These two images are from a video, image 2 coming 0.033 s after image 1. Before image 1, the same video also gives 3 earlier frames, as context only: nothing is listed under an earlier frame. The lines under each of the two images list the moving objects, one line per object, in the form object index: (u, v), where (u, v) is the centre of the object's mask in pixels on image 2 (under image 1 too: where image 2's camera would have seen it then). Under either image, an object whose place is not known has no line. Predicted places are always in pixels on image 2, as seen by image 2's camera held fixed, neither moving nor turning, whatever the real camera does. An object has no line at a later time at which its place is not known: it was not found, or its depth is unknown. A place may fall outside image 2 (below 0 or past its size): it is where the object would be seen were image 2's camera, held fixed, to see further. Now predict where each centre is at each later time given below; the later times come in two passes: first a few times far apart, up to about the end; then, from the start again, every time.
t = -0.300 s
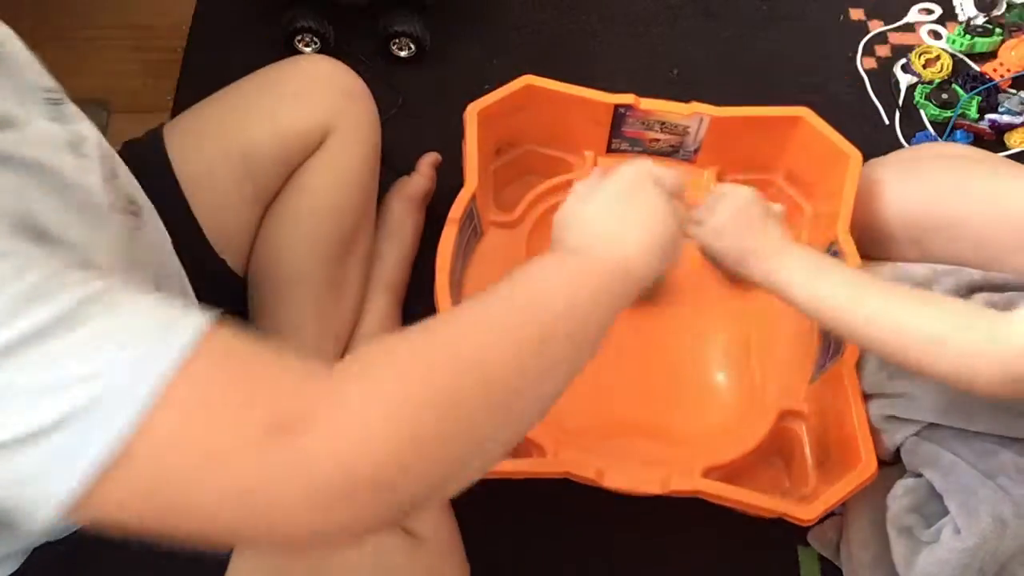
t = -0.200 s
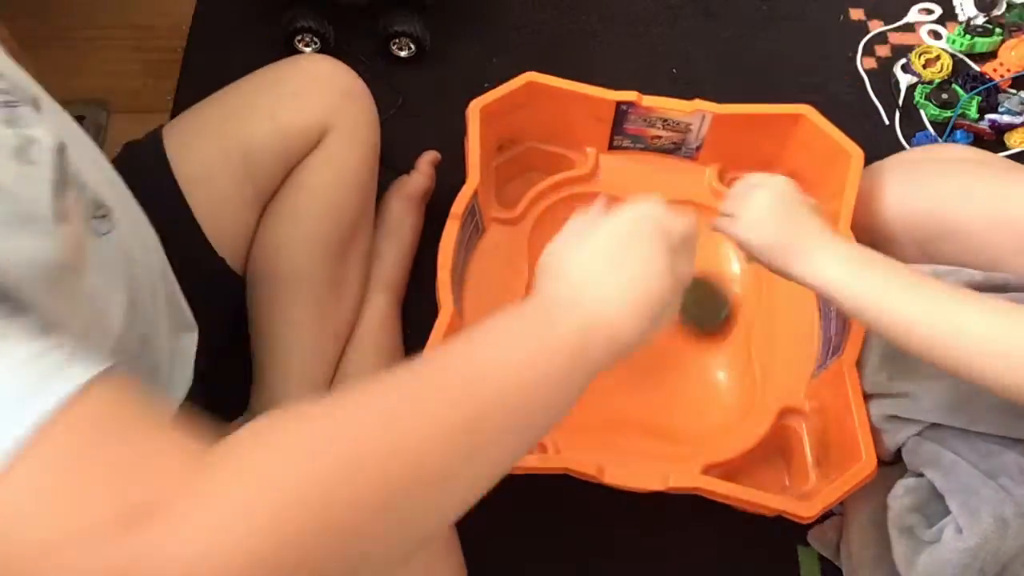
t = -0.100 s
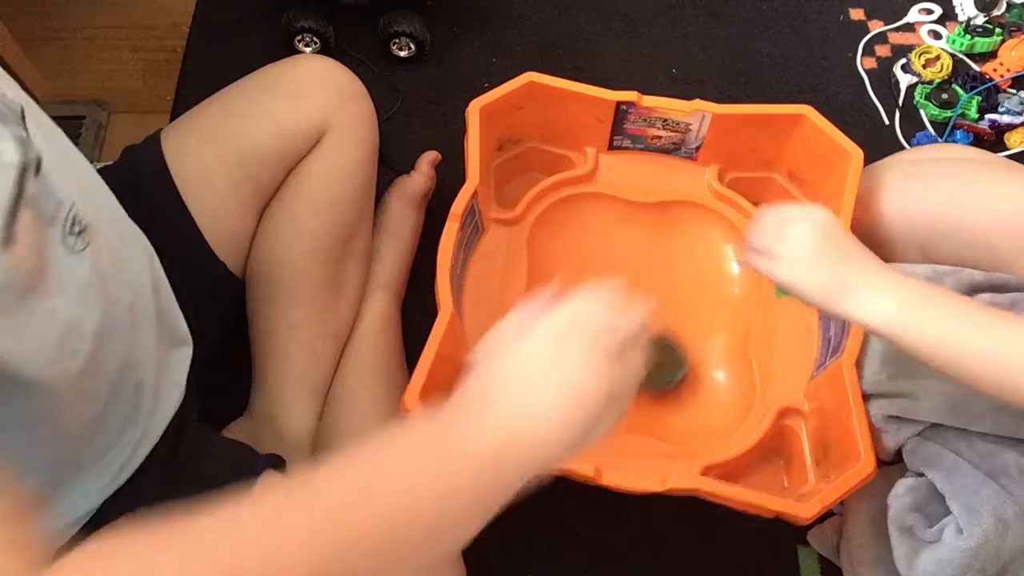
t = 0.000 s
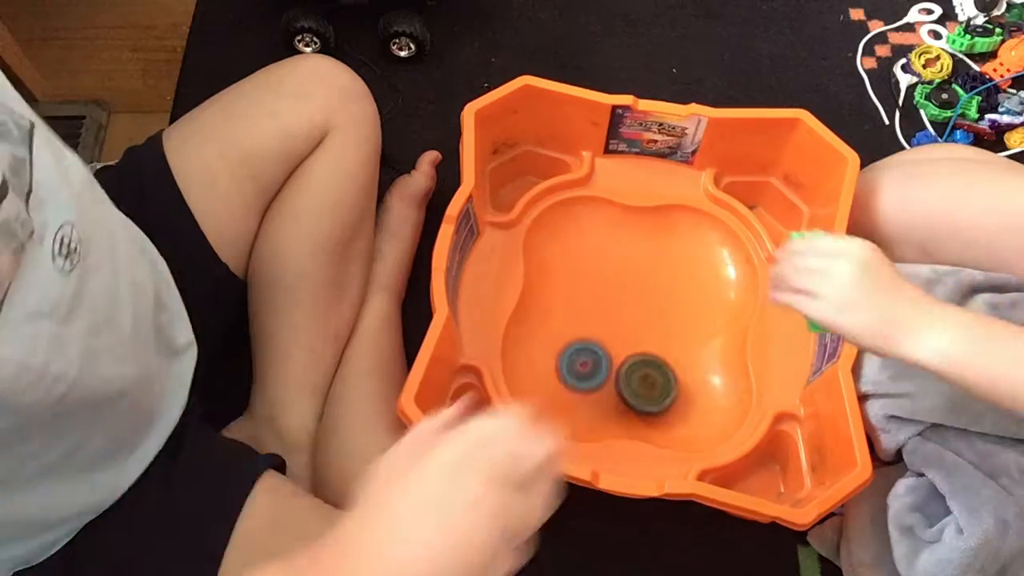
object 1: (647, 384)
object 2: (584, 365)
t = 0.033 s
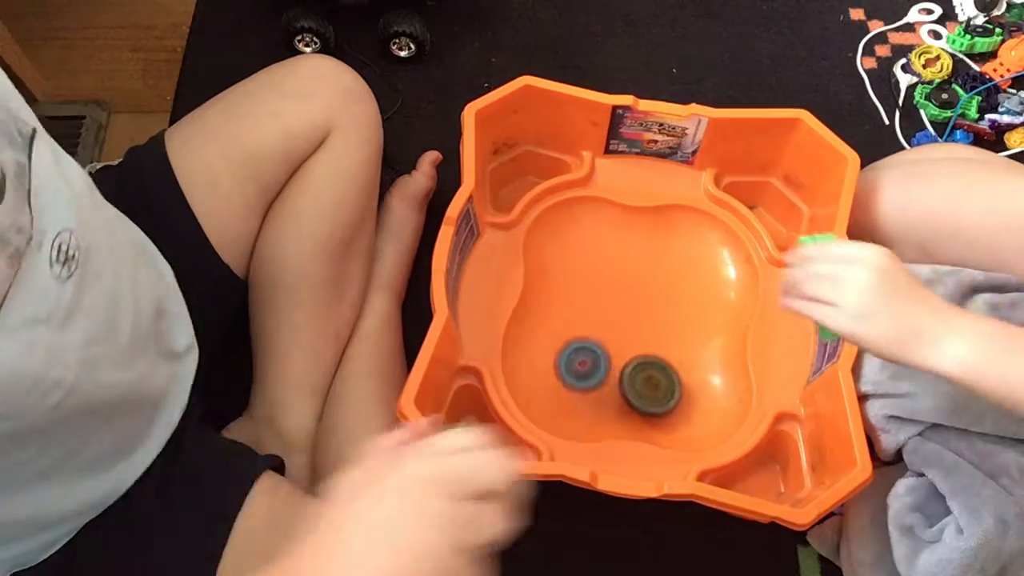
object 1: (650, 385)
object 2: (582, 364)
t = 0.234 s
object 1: (660, 362)
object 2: (591, 353)
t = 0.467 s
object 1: (684, 351)
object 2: (618, 319)
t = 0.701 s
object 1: (684, 396)
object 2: (683, 263)
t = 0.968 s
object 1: (664, 369)
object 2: (636, 276)
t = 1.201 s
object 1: (720, 388)
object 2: (566, 330)
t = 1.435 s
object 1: (684, 395)
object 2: (620, 364)
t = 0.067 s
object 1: (653, 383)
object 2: (580, 368)
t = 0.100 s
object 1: (654, 380)
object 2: (578, 373)
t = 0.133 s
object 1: (655, 376)
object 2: (583, 368)
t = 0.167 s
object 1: (654, 372)
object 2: (588, 365)
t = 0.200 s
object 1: (655, 366)
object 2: (592, 359)
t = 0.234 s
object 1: (660, 362)
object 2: (591, 353)
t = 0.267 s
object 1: (664, 356)
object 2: (591, 346)
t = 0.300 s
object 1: (666, 352)
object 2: (594, 340)
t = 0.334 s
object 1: (665, 348)
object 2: (600, 336)
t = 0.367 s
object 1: (666, 346)
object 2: (606, 332)
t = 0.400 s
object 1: (672, 346)
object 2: (608, 327)
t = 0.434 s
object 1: (678, 348)
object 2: (611, 322)
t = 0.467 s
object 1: (684, 351)
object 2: (618, 319)
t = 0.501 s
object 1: (688, 356)
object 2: (627, 316)
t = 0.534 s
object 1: (692, 361)
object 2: (639, 311)
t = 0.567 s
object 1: (694, 368)
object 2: (651, 304)
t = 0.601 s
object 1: (694, 376)
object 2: (662, 296)
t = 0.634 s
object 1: (692, 384)
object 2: (672, 286)
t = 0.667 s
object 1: (688, 391)
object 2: (679, 274)
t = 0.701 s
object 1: (684, 396)
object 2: (683, 263)
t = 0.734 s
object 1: (678, 398)
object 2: (684, 252)
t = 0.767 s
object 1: (673, 397)
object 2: (682, 243)
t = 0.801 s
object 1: (670, 394)
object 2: (677, 237)
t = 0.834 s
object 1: (667, 389)
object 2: (672, 237)
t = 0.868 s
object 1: (665, 383)
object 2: (665, 240)
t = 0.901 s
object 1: (664, 378)
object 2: (657, 248)
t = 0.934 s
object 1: (664, 373)
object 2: (647, 260)
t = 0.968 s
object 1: (664, 369)
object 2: (636, 276)
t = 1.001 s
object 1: (666, 365)
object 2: (629, 293)
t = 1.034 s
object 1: (668, 362)
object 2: (624, 311)
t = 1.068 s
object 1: (672, 361)
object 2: (620, 327)
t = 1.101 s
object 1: (691, 371)
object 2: (605, 327)
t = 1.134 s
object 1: (708, 378)
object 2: (587, 328)
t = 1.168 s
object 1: (716, 383)
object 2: (574, 328)
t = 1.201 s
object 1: (720, 388)
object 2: (566, 330)
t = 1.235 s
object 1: (719, 394)
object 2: (561, 335)
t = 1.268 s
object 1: (715, 399)
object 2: (562, 343)
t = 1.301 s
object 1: (708, 402)
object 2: (567, 351)
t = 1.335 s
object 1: (702, 403)
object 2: (577, 359)
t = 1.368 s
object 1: (695, 402)
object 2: (590, 364)
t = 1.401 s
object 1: (689, 399)
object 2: (604, 366)
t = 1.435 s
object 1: (684, 395)
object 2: (620, 364)
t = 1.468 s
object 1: (684, 391)
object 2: (631, 357)
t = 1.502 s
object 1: (690, 390)
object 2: (635, 344)
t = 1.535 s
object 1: (695, 387)
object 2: (639, 329)
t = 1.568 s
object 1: (696, 385)
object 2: (642, 311)
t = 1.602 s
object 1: (694, 383)
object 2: (642, 294)
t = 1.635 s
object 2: (640, 276)
